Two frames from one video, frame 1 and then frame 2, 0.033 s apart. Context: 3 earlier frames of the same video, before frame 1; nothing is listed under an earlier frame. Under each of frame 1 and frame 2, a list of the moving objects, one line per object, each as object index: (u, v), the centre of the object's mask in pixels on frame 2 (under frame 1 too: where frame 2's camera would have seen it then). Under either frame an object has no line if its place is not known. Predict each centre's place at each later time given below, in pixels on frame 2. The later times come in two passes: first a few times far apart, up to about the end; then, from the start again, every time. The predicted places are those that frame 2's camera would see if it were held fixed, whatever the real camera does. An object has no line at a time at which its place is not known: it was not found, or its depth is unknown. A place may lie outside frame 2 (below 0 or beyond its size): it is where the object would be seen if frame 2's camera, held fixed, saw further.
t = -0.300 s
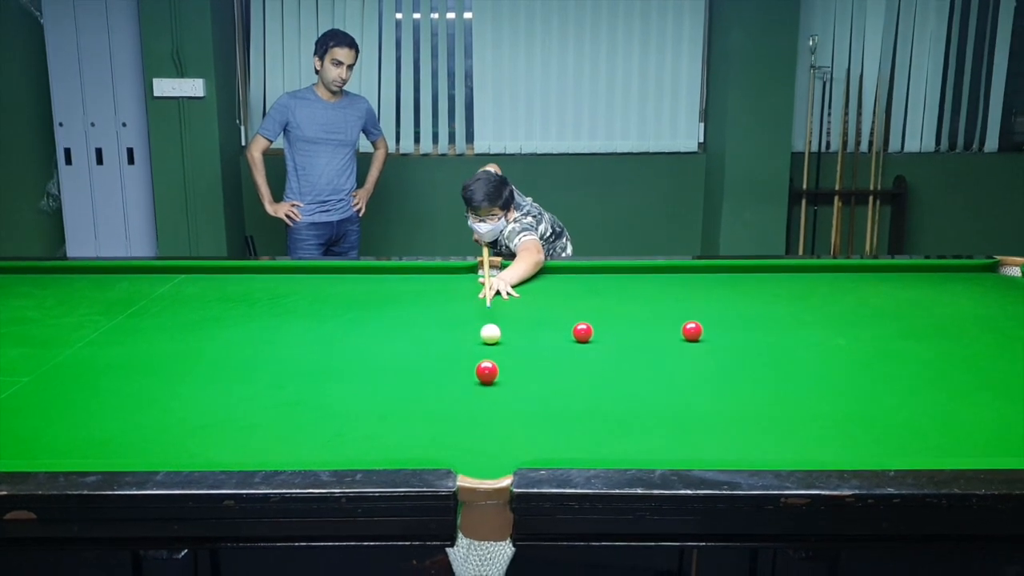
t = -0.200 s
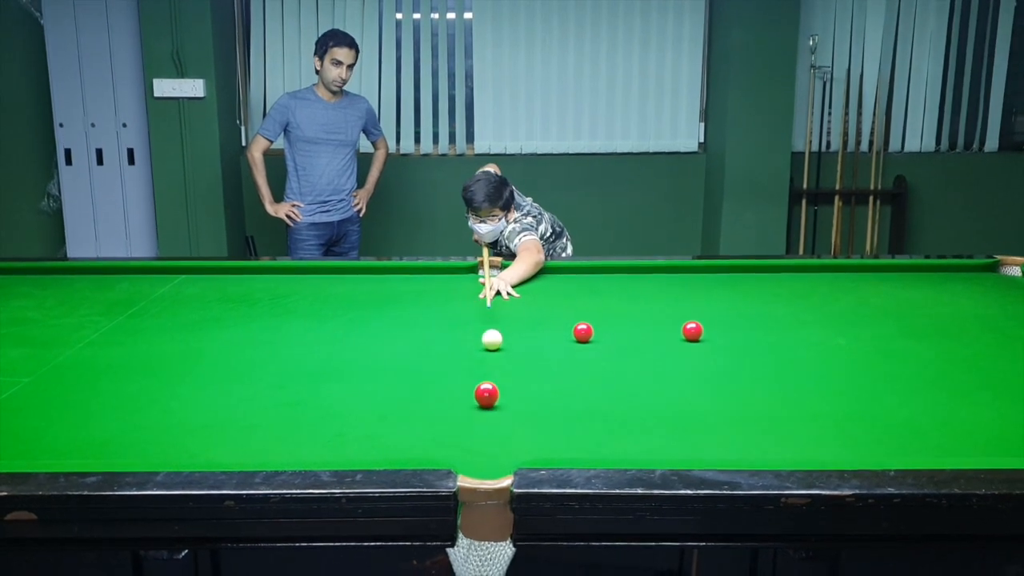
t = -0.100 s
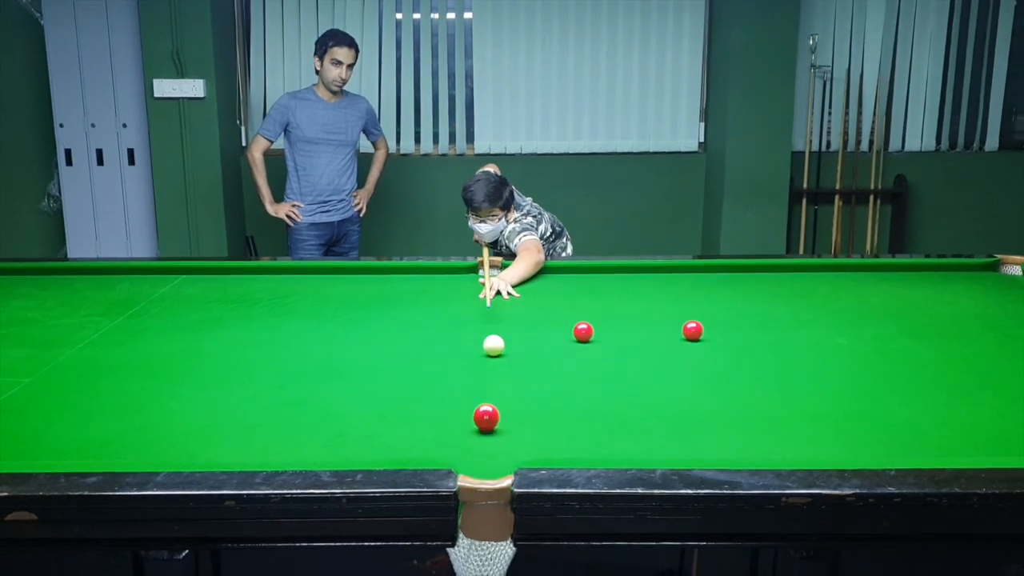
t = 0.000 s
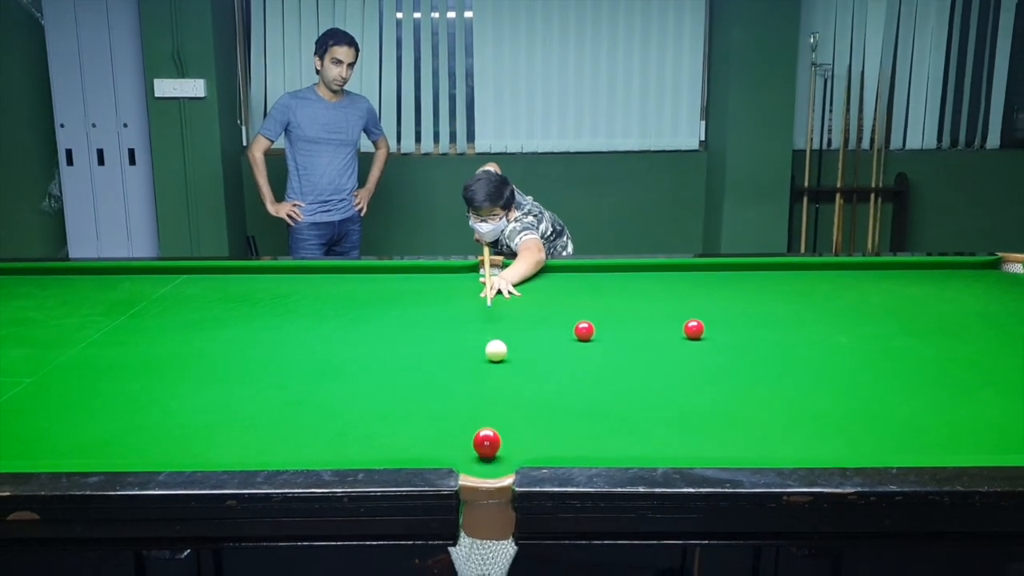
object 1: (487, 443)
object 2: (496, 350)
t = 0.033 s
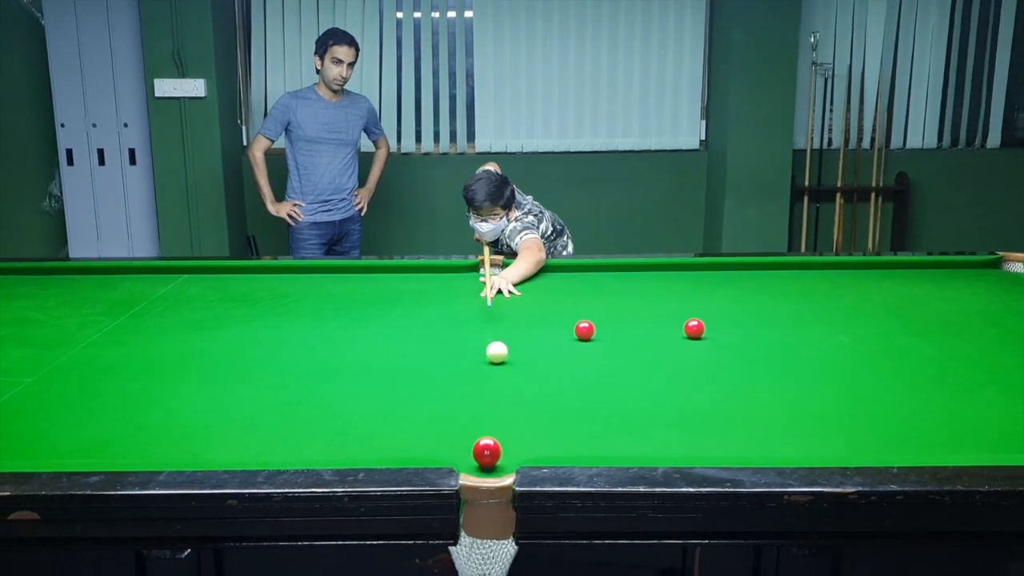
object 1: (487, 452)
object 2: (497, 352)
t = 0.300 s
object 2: (501, 370)
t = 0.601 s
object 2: (506, 390)
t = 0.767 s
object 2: (509, 402)
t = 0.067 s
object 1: (487, 462)
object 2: (497, 354)
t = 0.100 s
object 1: (487, 469)
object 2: (498, 357)
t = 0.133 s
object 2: (498, 359)
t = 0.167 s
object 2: (499, 361)
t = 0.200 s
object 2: (500, 363)
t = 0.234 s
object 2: (500, 365)
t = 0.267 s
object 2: (501, 367)
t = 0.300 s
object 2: (501, 370)
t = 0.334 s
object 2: (502, 372)
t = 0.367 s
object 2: (502, 374)
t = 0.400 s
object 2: (503, 376)
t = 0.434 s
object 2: (504, 379)
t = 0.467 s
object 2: (504, 381)
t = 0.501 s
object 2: (505, 383)
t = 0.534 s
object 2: (505, 385)
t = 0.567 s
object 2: (506, 388)
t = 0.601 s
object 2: (506, 390)
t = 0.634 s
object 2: (507, 392)
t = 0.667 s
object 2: (508, 395)
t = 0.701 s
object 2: (509, 397)
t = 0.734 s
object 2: (509, 399)
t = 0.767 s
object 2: (509, 402)
